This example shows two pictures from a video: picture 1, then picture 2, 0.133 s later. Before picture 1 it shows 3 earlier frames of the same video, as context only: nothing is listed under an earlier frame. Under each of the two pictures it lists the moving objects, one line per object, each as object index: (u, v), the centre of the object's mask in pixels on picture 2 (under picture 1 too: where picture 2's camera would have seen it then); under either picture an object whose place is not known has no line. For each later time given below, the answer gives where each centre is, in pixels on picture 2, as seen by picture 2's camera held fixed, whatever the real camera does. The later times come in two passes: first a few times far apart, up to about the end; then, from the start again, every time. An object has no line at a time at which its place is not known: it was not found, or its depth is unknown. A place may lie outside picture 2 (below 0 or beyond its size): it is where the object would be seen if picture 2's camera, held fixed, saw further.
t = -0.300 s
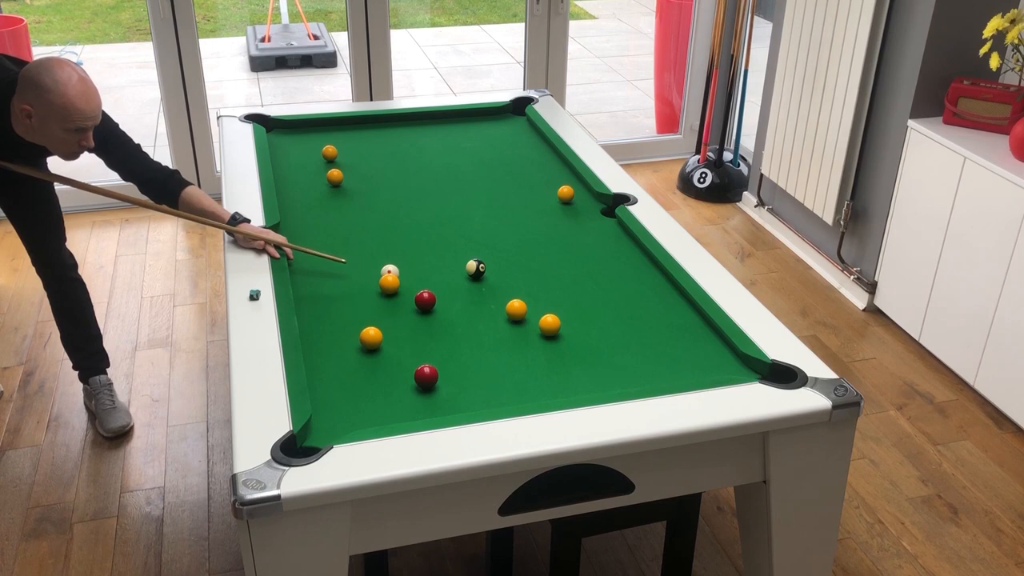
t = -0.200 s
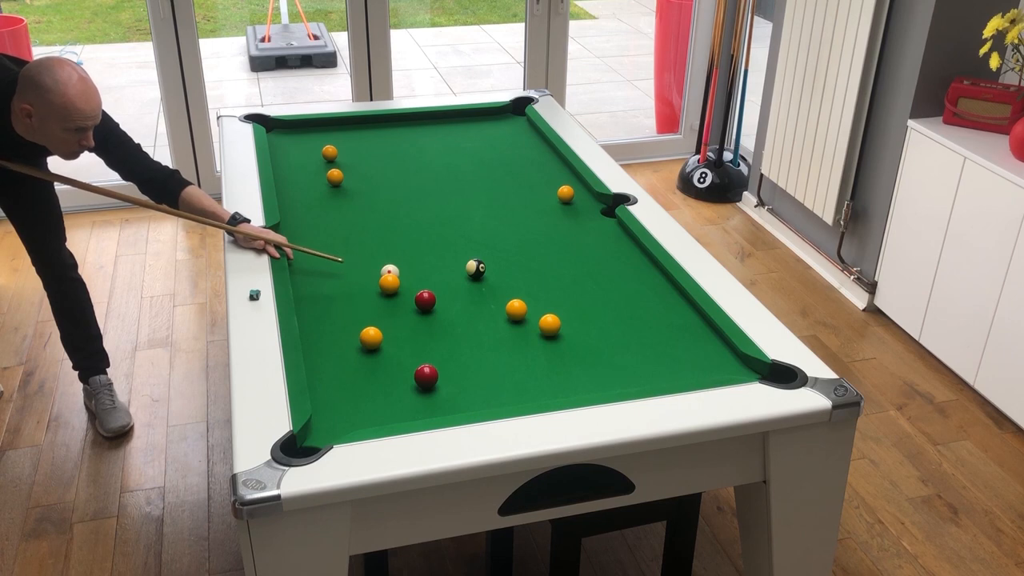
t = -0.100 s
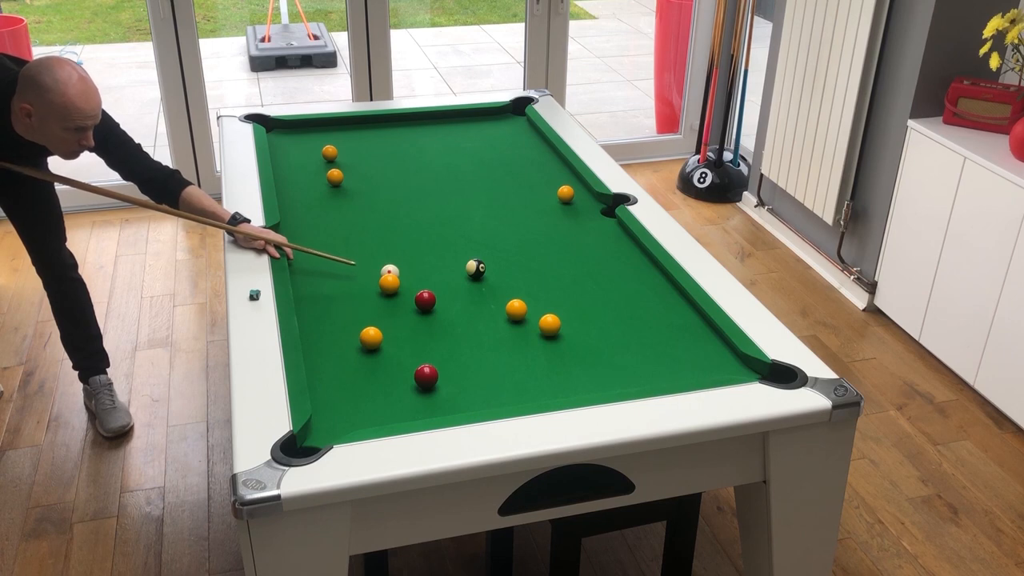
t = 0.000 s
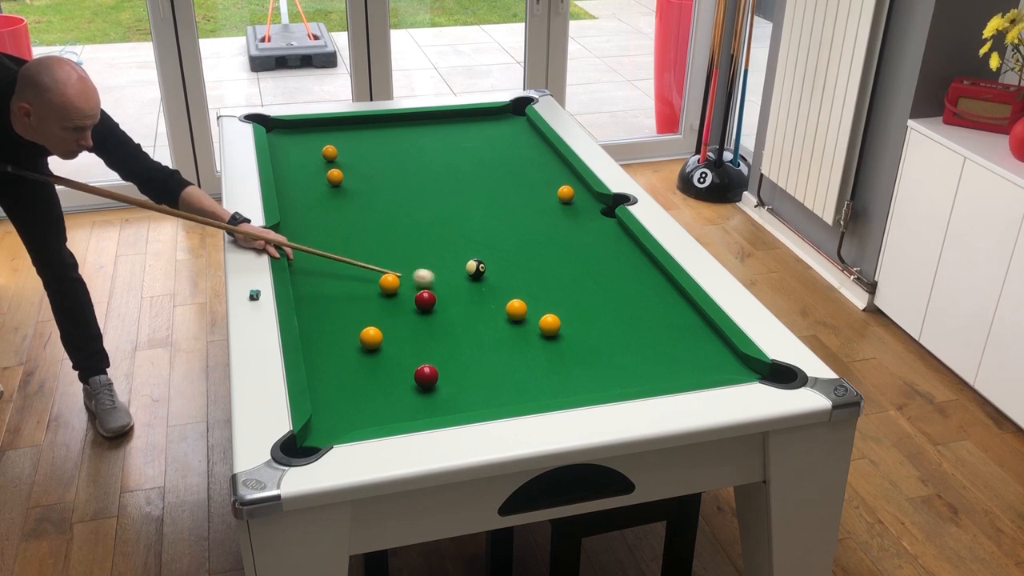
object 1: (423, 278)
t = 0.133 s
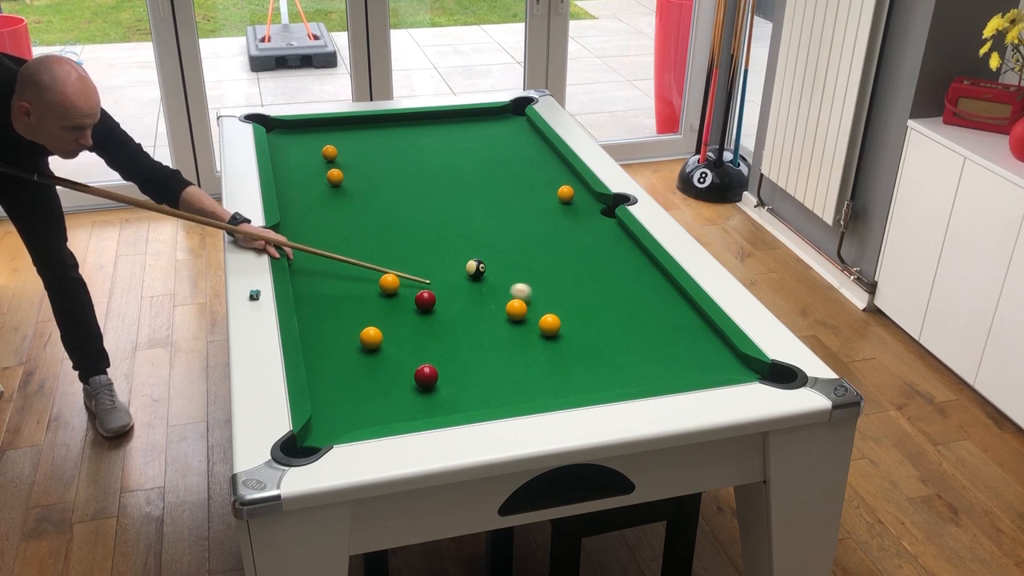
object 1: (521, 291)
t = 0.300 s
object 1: (633, 310)
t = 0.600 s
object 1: (639, 361)
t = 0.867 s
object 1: (548, 383)
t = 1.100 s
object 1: (455, 371)
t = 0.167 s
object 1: (542, 296)
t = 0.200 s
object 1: (565, 299)
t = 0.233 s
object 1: (587, 303)
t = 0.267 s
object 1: (610, 306)
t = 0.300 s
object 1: (633, 310)
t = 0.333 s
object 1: (656, 313)
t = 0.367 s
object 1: (679, 317)
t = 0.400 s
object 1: (699, 321)
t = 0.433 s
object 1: (688, 327)
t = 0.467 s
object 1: (676, 334)
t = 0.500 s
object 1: (666, 341)
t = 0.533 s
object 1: (657, 347)
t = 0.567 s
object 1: (648, 354)
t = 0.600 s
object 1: (639, 361)
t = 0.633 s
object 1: (630, 368)
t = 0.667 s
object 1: (621, 374)
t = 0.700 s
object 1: (612, 380)
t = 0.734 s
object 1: (602, 385)
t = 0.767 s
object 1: (589, 387)
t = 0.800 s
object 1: (575, 386)
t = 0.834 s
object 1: (561, 386)
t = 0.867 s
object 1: (548, 383)
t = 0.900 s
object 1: (534, 381)
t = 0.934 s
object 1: (520, 379)
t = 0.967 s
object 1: (507, 378)
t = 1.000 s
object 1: (494, 375)
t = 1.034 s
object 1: (481, 374)
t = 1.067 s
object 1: (468, 372)
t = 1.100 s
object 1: (455, 371)
